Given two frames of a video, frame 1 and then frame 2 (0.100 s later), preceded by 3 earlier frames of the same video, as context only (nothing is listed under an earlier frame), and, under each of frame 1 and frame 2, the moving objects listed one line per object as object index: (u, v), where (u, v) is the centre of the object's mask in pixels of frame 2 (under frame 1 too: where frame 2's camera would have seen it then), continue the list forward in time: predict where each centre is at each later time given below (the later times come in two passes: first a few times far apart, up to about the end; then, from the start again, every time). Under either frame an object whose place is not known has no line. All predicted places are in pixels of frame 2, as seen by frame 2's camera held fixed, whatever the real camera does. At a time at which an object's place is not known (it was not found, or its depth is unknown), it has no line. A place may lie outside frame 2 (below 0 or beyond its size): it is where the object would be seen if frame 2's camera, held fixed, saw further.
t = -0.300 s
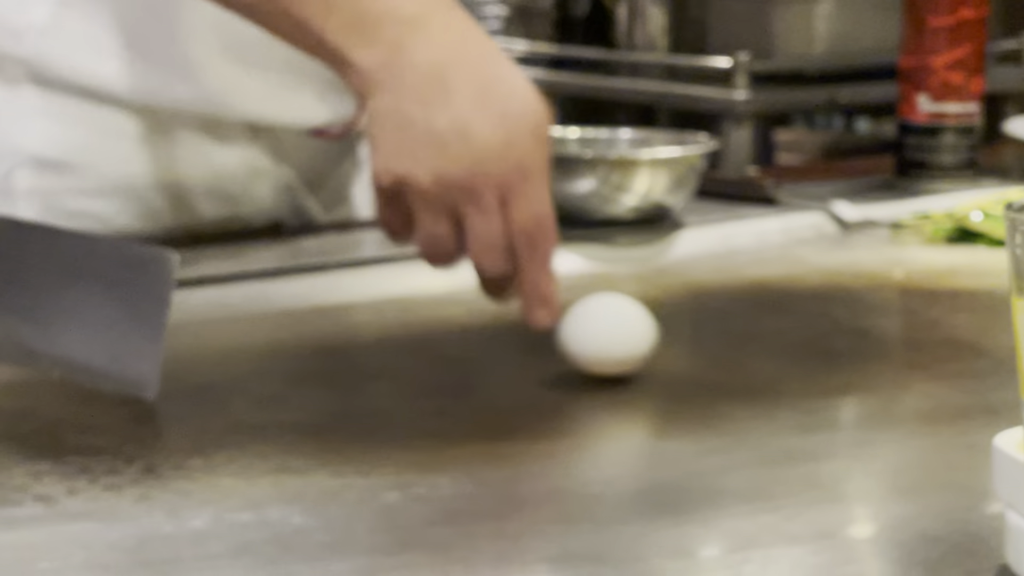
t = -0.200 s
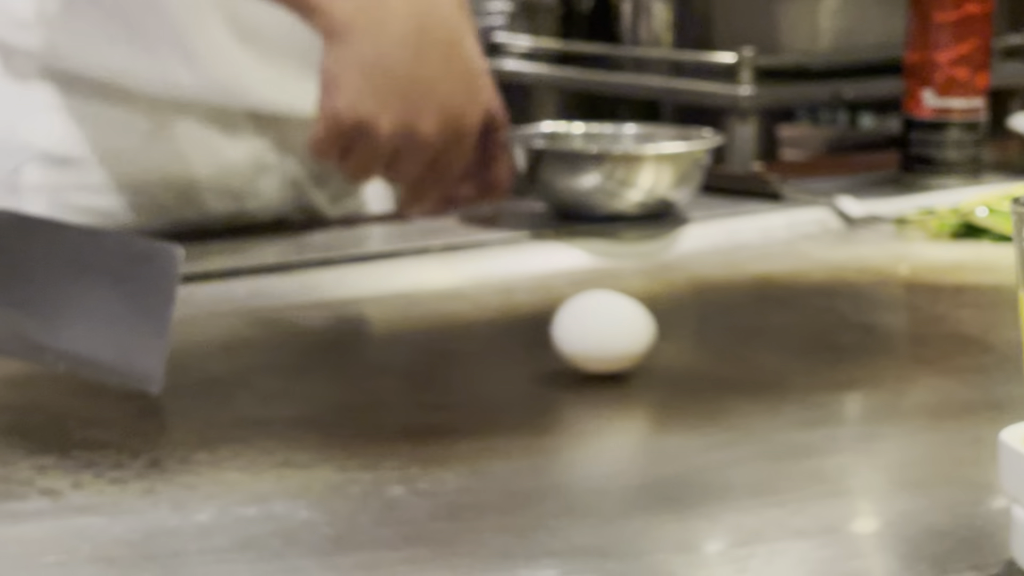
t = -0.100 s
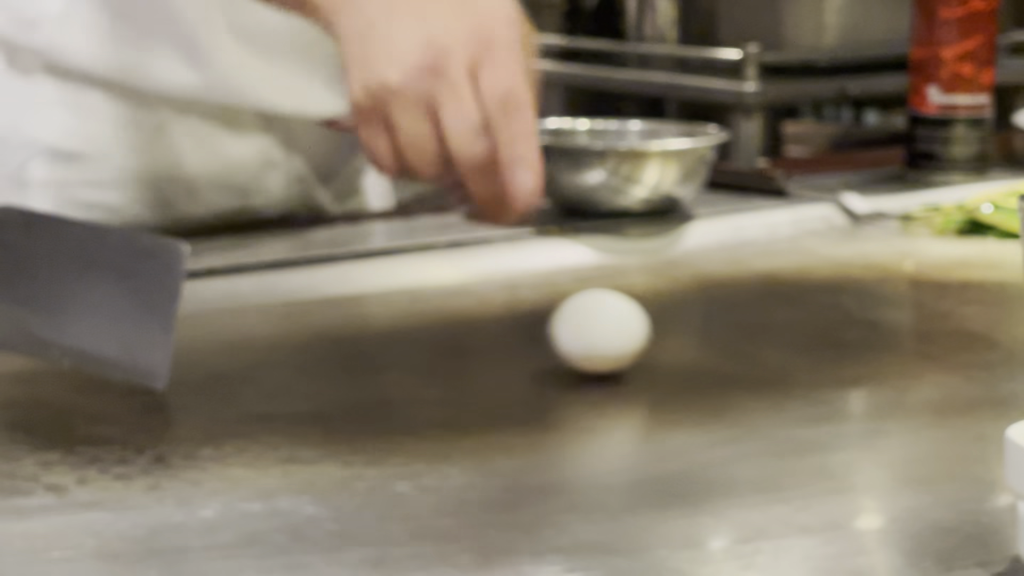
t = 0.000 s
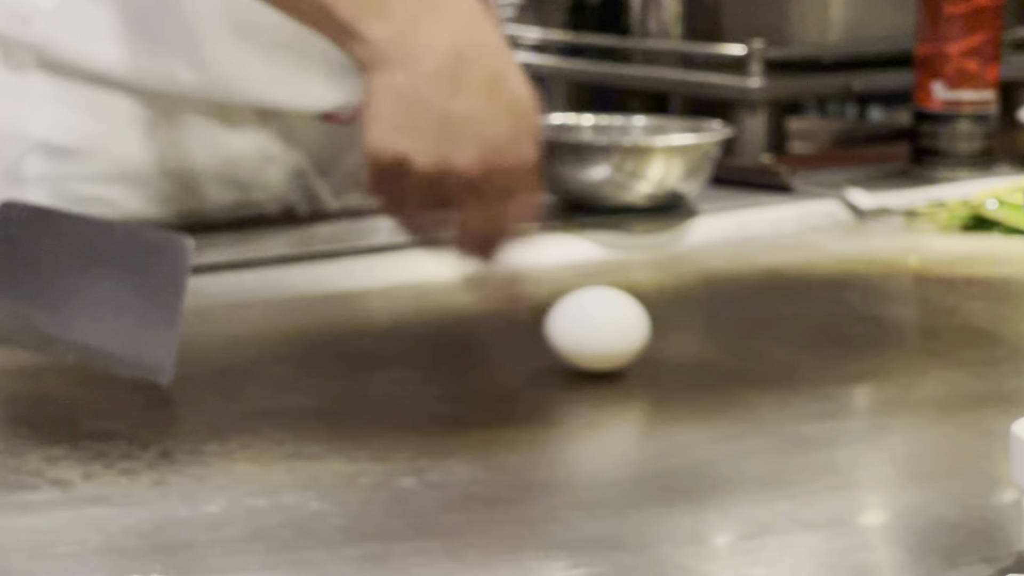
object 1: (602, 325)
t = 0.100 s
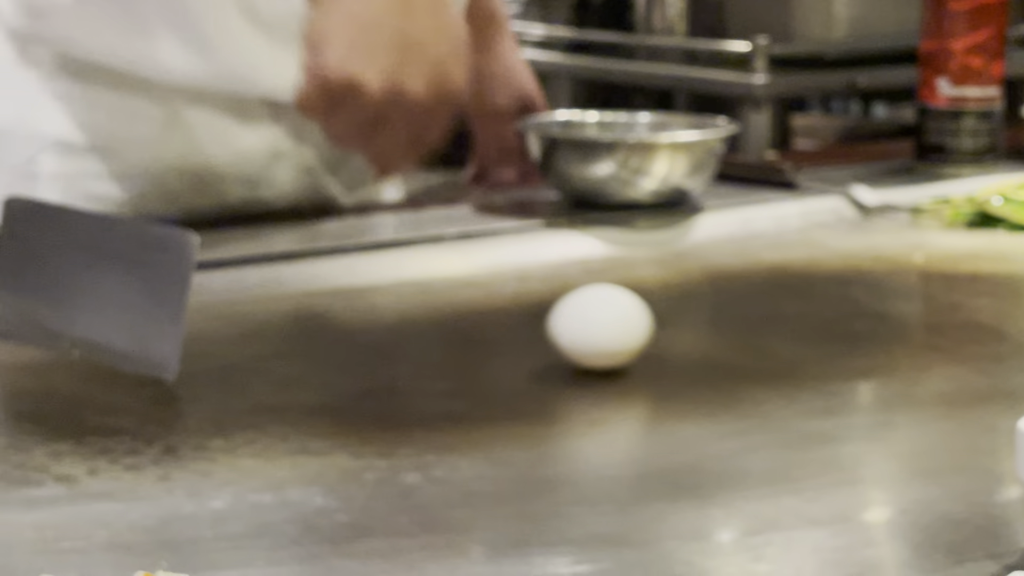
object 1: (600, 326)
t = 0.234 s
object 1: (596, 329)
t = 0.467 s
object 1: (593, 331)
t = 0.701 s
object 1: (596, 333)
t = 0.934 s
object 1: (601, 334)
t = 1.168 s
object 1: (604, 334)
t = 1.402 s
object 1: (609, 332)
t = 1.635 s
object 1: (608, 329)
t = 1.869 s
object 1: (601, 326)
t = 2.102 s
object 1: (592, 324)
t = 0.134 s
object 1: (600, 327)
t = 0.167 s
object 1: (598, 327)
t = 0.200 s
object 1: (597, 328)
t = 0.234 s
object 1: (596, 329)
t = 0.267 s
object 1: (594, 329)
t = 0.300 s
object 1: (594, 329)
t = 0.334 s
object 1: (593, 330)
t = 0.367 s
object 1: (593, 330)
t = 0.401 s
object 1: (592, 331)
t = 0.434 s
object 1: (592, 331)
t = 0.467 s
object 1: (593, 331)
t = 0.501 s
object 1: (592, 332)
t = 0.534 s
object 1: (593, 332)
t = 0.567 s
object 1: (593, 333)
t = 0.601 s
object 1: (594, 332)
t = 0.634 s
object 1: (595, 333)
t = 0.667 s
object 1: (595, 333)
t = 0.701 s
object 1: (596, 333)
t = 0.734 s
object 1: (596, 333)
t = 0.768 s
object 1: (597, 334)
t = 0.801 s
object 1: (599, 334)
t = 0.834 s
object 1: (599, 334)
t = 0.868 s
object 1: (600, 334)
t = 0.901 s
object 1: (600, 334)
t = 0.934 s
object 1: (601, 334)
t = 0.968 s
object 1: (602, 335)
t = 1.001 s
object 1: (602, 334)
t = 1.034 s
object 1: (603, 334)
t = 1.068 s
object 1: (602, 334)
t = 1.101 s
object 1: (604, 334)
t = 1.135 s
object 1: (604, 334)
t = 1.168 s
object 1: (604, 334)
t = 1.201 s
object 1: (606, 334)
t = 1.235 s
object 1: (605, 334)
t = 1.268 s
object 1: (606, 334)
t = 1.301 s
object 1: (606, 334)
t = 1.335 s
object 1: (608, 333)
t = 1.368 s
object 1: (609, 333)
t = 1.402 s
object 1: (609, 332)
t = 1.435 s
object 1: (610, 332)
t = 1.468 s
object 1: (609, 332)
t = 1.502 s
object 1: (610, 331)
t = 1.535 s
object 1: (609, 331)
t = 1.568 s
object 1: (608, 330)
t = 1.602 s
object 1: (609, 330)
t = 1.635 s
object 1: (608, 329)
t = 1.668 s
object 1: (608, 329)
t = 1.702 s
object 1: (606, 329)
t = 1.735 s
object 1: (606, 328)
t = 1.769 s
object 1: (605, 328)
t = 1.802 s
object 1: (603, 327)
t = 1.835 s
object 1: (602, 327)
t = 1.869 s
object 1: (601, 326)
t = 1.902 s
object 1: (600, 326)
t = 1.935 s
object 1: (598, 326)
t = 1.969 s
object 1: (597, 325)
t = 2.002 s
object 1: (596, 325)
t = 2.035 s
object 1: (594, 324)
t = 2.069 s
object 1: (594, 324)
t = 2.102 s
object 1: (592, 324)
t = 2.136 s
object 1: (590, 324)
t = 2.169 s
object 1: (588, 324)
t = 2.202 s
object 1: (585, 323)
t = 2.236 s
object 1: (583, 323)
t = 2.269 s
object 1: (581, 323)
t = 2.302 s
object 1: (580, 322)
